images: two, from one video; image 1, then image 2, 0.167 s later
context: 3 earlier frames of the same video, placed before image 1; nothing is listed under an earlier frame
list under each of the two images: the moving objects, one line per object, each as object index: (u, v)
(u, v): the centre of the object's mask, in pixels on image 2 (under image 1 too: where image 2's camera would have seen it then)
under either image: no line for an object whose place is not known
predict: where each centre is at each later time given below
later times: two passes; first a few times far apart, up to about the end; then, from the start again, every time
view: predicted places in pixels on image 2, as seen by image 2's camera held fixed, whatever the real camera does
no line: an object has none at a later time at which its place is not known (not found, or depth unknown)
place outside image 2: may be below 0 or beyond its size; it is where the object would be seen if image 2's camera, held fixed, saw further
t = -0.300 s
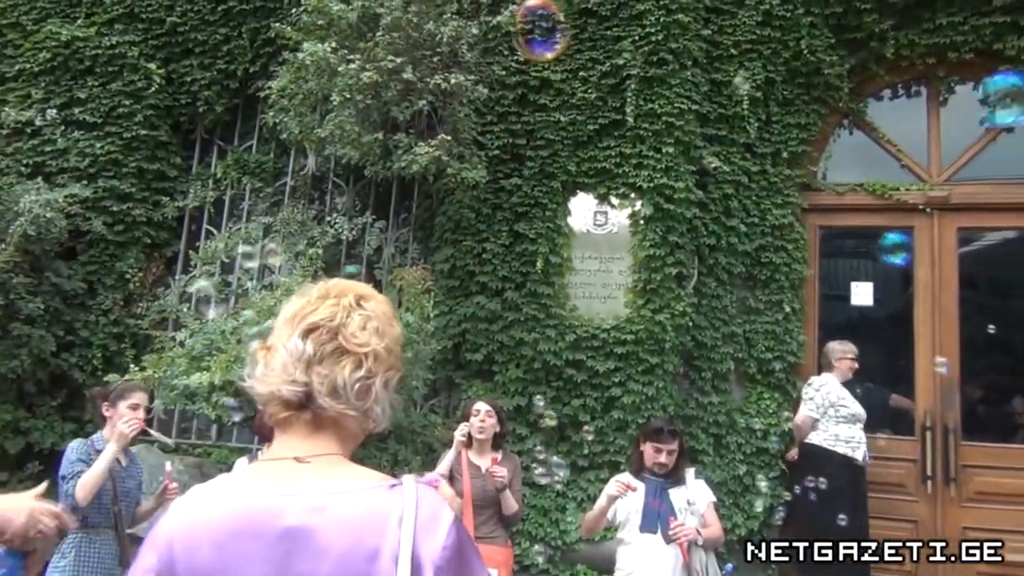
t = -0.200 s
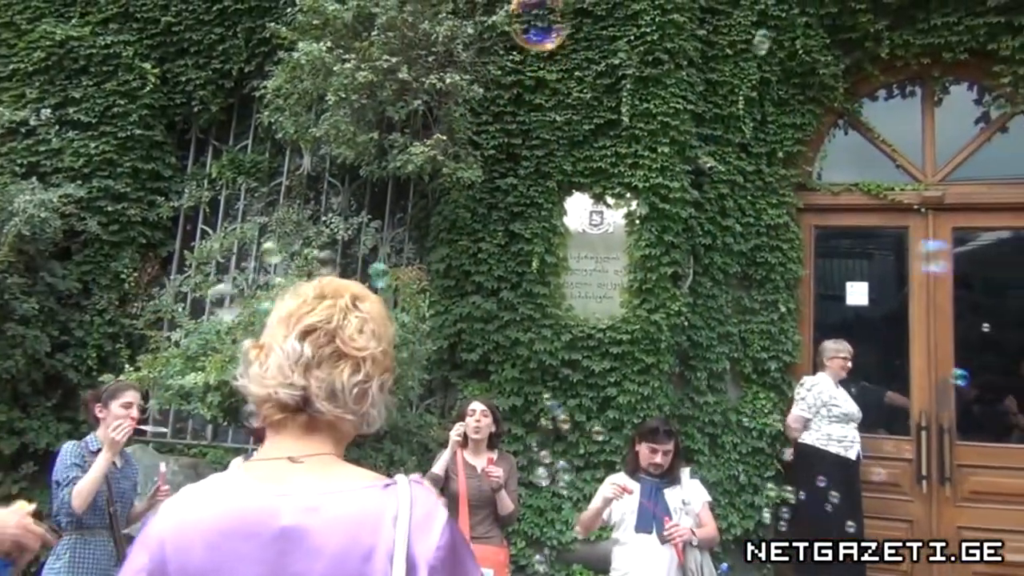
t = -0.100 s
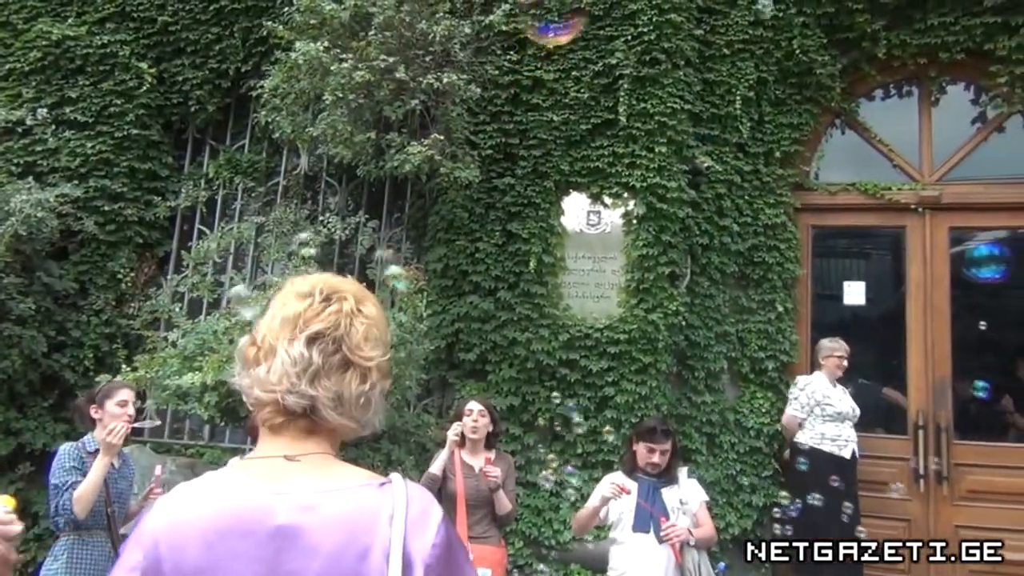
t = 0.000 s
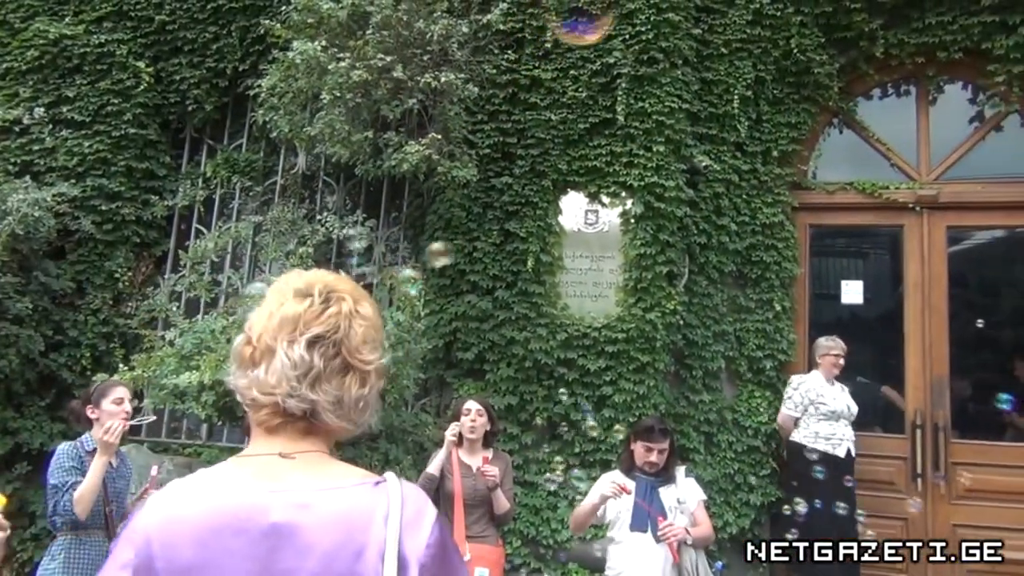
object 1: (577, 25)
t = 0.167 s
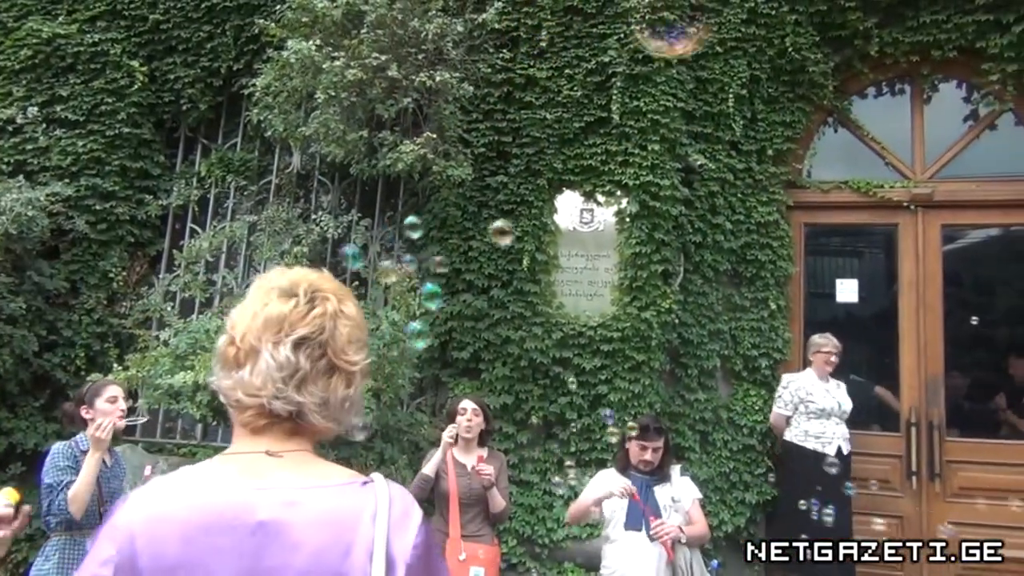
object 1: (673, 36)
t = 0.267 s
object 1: (752, 38)
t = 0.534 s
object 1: (1012, 84)
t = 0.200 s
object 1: (695, 40)
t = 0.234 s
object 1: (725, 50)
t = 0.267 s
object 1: (752, 38)
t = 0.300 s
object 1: (786, 40)
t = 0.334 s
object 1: (816, 44)
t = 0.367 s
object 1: (849, 50)
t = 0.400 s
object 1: (882, 57)
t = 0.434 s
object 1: (915, 63)
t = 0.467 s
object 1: (953, 71)
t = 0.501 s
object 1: (990, 78)
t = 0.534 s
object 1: (1012, 84)
